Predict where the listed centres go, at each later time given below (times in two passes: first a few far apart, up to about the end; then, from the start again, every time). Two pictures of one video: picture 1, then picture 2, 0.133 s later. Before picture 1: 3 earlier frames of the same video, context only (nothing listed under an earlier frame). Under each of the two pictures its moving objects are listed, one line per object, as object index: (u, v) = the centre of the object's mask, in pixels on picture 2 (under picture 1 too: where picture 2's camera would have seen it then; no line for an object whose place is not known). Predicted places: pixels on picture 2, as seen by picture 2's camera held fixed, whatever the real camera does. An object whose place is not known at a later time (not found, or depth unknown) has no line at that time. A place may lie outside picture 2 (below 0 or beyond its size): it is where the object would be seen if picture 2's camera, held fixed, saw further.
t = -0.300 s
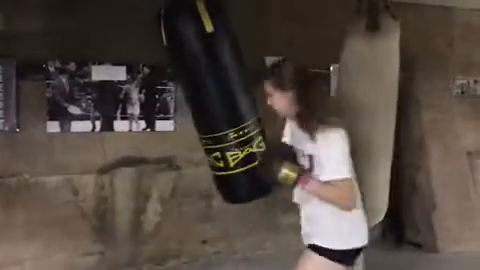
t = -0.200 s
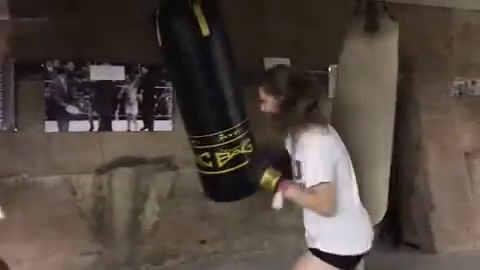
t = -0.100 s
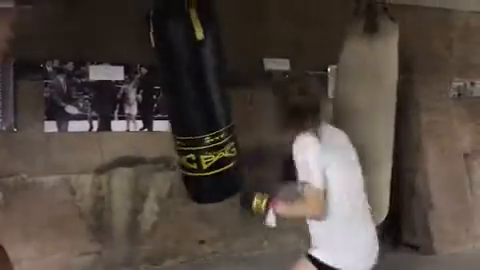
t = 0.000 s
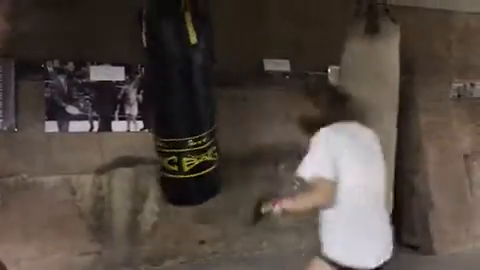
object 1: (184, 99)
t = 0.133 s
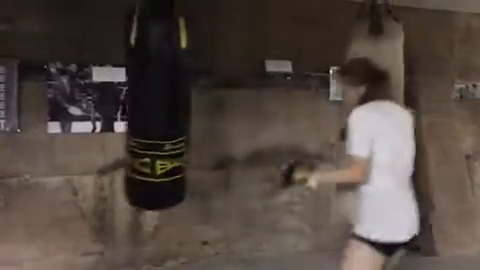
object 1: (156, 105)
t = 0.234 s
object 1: (136, 106)
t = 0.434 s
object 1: (102, 107)
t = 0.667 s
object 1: (82, 107)
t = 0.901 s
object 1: (102, 115)
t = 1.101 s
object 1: (146, 117)
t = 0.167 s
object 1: (150, 106)
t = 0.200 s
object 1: (143, 106)
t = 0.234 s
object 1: (136, 106)
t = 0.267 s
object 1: (130, 105)
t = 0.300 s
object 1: (124, 106)
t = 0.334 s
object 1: (118, 105)
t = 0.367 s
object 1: (113, 106)
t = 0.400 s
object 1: (108, 106)
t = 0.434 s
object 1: (102, 107)
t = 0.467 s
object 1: (98, 106)
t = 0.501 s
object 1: (94, 106)
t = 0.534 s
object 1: (90, 106)
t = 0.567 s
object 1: (86, 106)
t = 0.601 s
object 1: (85, 106)
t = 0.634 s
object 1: (83, 106)
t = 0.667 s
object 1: (82, 107)
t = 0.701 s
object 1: (83, 109)
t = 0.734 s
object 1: (84, 109)
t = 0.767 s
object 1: (86, 109)
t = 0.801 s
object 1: (89, 111)
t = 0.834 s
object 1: (93, 113)
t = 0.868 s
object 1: (97, 113)
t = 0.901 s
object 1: (102, 115)
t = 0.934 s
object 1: (110, 115)
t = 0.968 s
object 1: (116, 117)
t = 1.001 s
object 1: (123, 118)
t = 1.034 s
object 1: (130, 118)
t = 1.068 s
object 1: (138, 118)
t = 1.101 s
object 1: (146, 117)
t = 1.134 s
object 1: (155, 117)
